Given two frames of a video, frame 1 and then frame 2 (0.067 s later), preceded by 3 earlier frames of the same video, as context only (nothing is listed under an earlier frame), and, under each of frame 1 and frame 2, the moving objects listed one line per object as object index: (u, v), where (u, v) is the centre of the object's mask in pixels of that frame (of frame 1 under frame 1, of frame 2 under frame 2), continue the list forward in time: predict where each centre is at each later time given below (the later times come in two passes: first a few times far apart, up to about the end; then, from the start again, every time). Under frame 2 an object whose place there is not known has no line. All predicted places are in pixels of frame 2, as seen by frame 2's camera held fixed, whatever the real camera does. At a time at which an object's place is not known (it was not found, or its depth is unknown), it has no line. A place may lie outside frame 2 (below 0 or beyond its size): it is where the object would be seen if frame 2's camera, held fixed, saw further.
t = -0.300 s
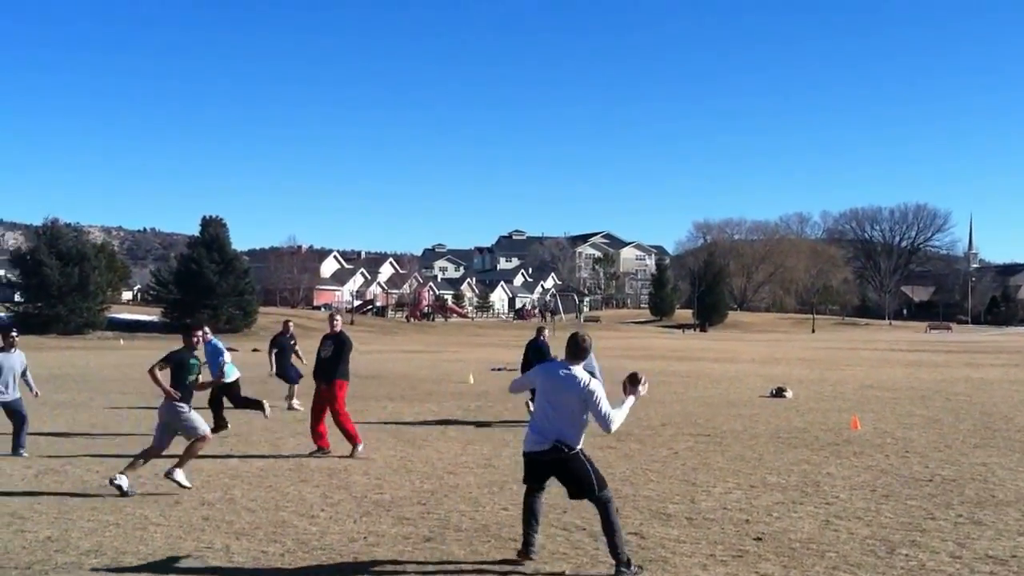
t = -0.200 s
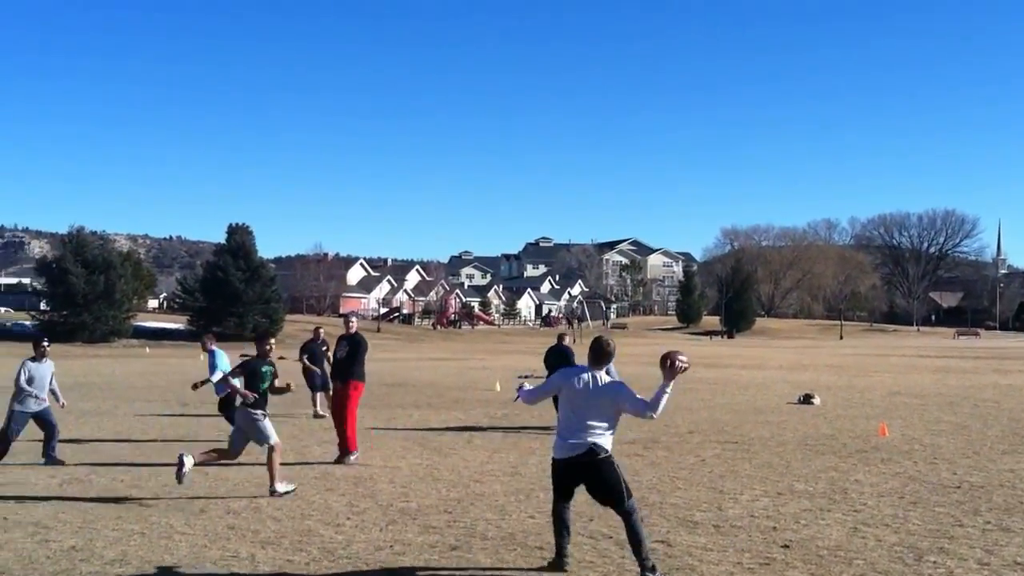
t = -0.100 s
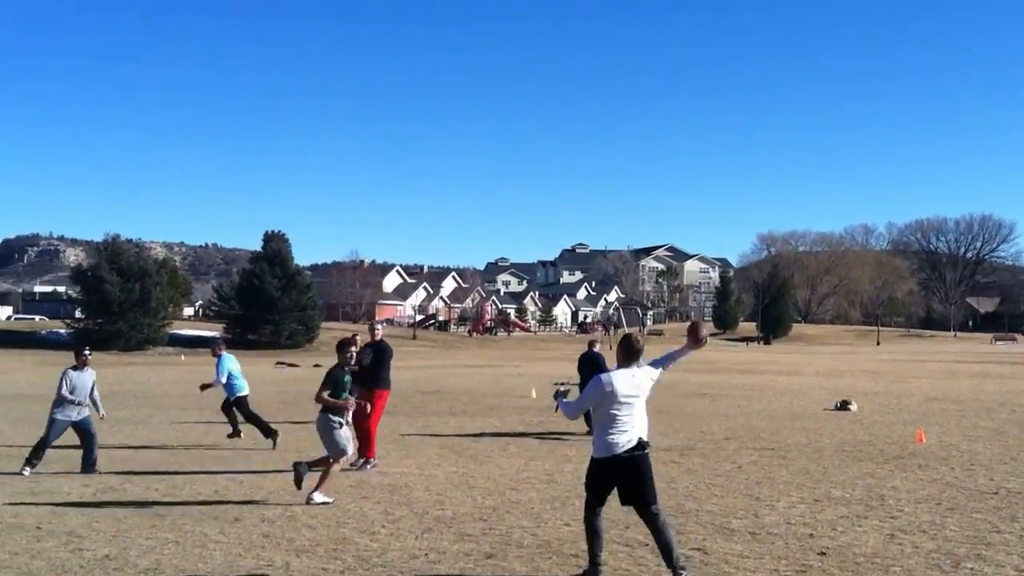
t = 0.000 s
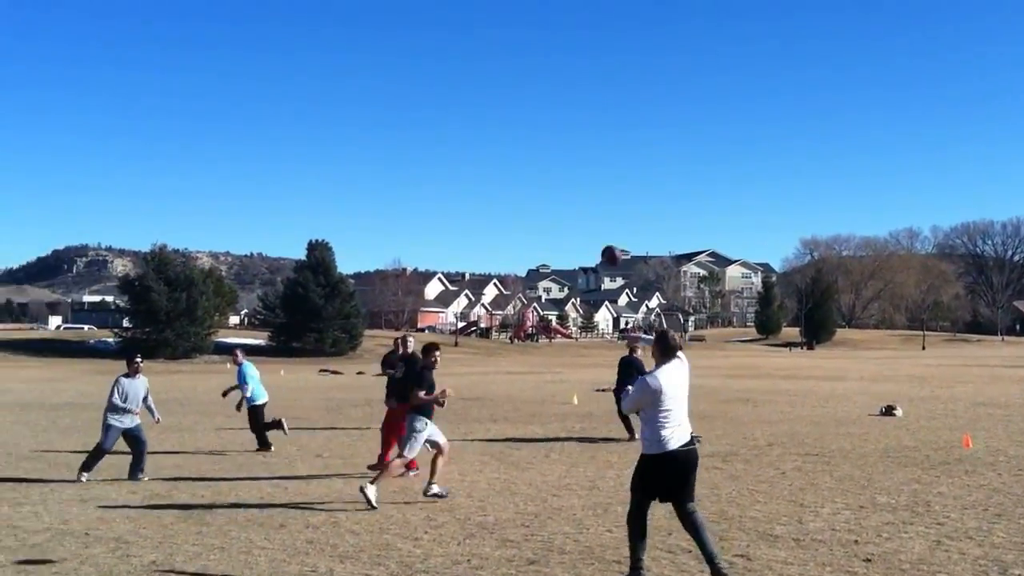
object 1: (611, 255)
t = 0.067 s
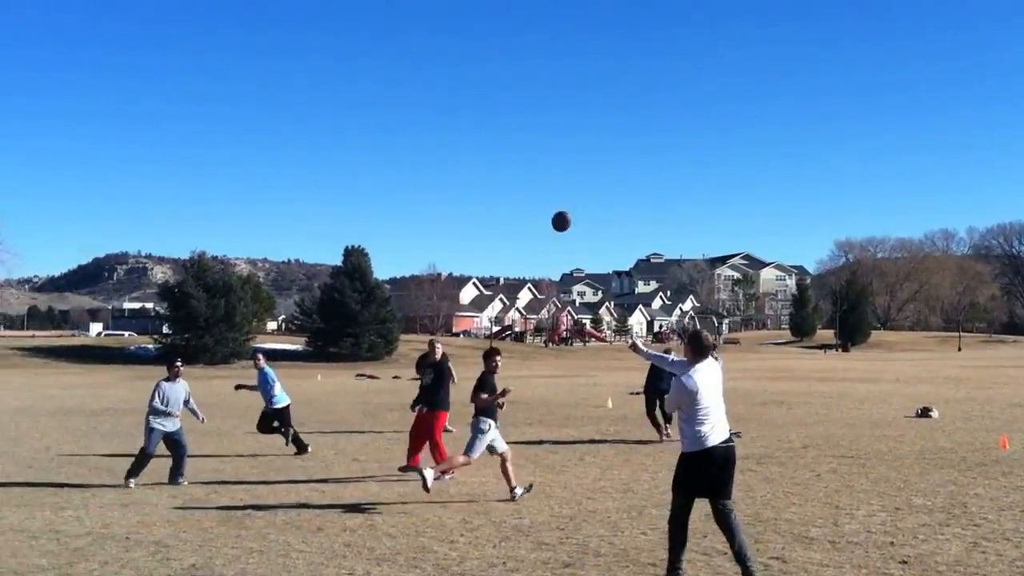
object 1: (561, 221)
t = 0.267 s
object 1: (369, 162)
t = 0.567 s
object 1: (165, 163)
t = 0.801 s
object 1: (46, 206)
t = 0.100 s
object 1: (523, 206)
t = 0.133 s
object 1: (489, 193)
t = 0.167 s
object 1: (456, 183)
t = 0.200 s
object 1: (426, 174)
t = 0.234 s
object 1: (397, 167)
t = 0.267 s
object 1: (369, 162)
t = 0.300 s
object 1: (342, 158)
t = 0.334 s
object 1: (317, 155)
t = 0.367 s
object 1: (292, 153)
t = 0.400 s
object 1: (269, 152)
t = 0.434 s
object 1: (246, 152)
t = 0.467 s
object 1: (224, 153)
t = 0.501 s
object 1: (204, 156)
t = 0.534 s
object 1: (184, 159)
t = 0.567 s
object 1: (165, 163)
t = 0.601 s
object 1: (146, 168)
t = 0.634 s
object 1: (128, 172)
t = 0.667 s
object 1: (110, 178)
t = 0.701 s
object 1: (93, 184)
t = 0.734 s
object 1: (77, 191)
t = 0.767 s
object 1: (62, 198)
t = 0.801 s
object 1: (46, 206)
